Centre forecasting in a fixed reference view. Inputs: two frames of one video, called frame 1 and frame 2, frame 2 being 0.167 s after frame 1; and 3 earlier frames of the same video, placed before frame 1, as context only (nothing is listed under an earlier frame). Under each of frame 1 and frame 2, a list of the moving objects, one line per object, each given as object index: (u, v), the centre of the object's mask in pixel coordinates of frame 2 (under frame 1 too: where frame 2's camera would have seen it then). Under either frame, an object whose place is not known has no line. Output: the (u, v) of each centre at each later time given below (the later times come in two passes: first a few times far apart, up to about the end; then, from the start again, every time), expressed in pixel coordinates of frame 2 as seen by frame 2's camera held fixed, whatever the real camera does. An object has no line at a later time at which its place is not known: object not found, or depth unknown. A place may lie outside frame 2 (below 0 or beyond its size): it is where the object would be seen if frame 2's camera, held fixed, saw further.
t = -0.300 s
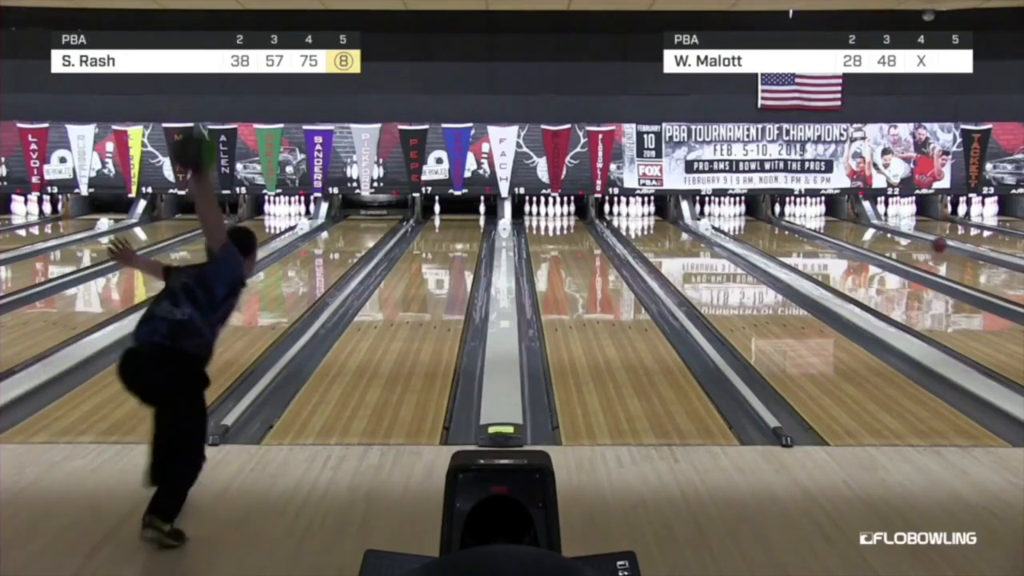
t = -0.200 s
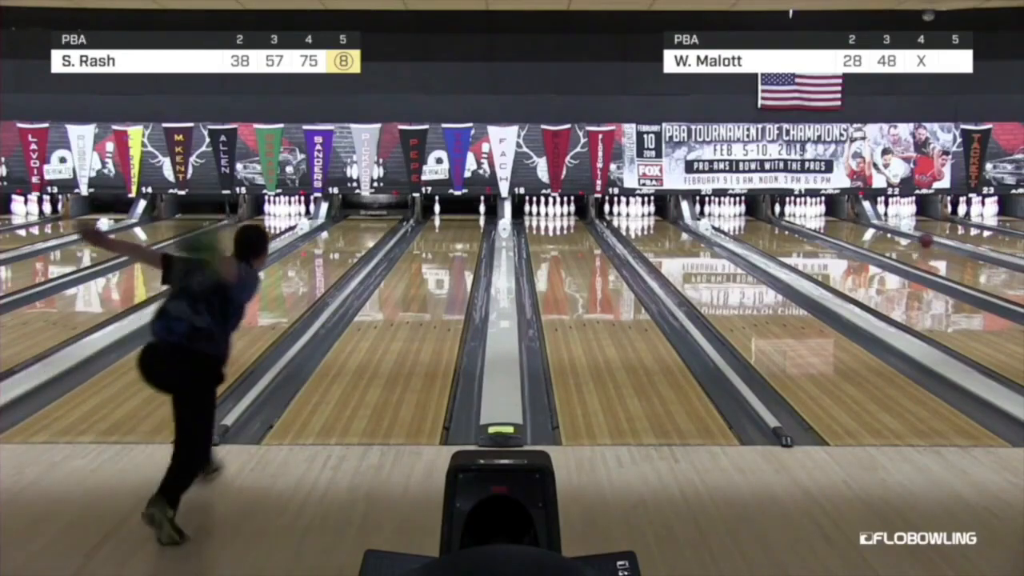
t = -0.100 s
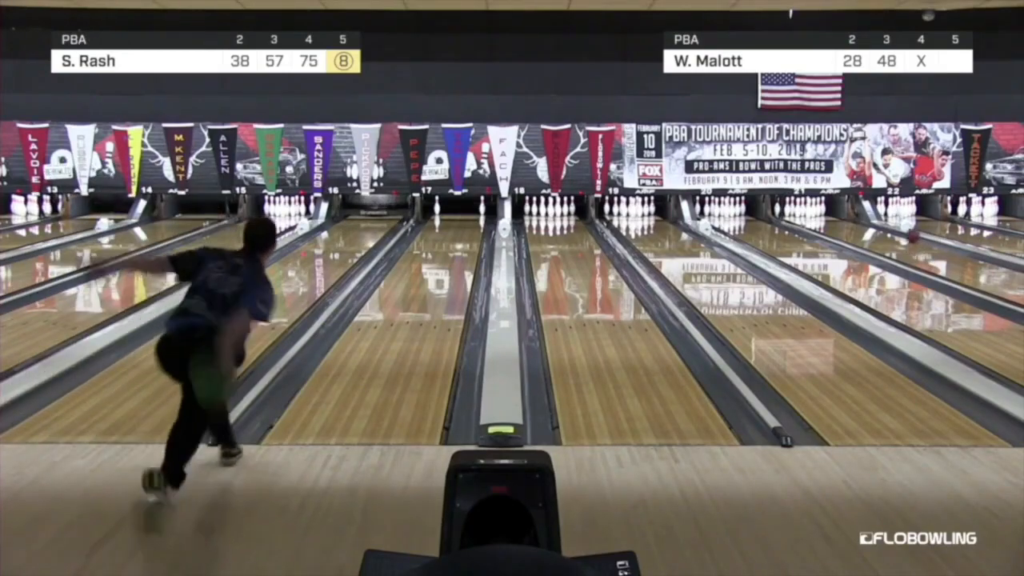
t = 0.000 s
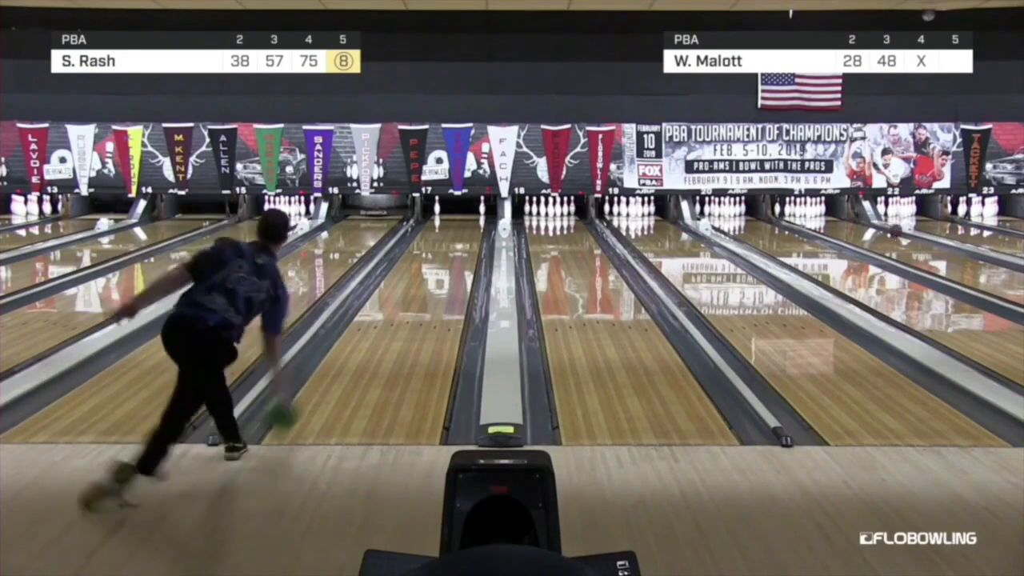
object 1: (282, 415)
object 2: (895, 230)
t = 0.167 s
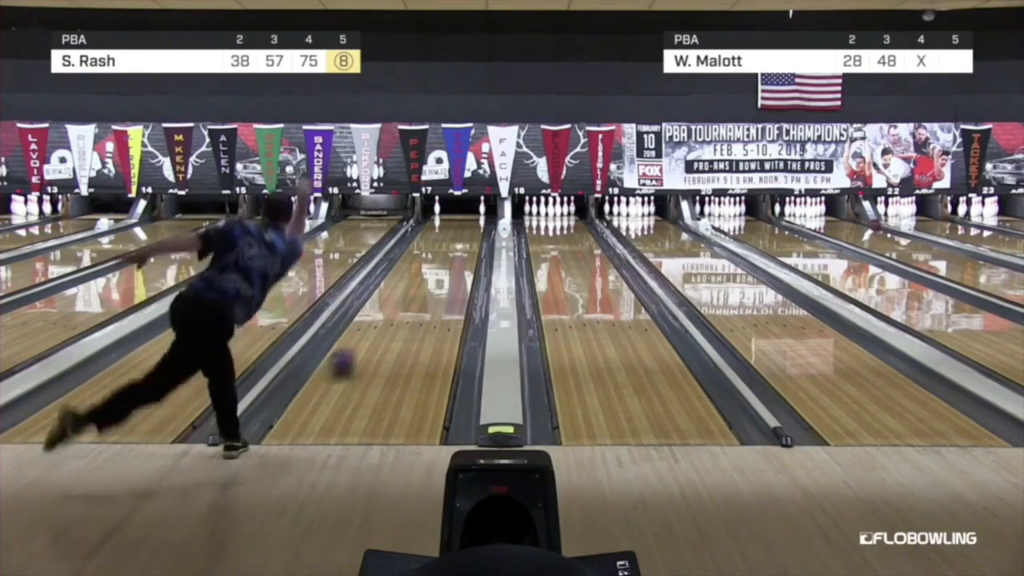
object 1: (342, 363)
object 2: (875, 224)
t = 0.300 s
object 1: (375, 330)
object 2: (857, 221)
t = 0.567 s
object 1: (419, 285)
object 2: (825, 215)
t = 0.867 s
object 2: (802, 211)
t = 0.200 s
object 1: (351, 354)
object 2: (869, 223)
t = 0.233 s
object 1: (359, 346)
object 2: (863, 222)
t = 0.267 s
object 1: (368, 338)
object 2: (862, 222)
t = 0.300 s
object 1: (375, 330)
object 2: (857, 221)
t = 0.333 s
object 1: (383, 322)
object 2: (852, 221)
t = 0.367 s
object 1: (388, 317)
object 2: (850, 220)
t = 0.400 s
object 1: (394, 310)
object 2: (844, 219)
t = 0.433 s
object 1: (399, 304)
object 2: (840, 217)
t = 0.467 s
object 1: (404, 299)
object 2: (838, 216)
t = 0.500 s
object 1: (410, 295)
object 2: (832, 217)
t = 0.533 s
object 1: (414, 290)
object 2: (828, 215)
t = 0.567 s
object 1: (419, 285)
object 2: (825, 215)
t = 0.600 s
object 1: (424, 280)
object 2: (820, 214)
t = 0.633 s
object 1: (428, 276)
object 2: (816, 214)
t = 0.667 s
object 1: (430, 272)
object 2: (813, 213)
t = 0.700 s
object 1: (435, 269)
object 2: (812, 212)
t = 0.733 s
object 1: (438, 266)
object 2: (811, 212)
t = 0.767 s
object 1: (441, 264)
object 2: (808, 212)
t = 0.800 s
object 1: (444, 257)
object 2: (807, 211)
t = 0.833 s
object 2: (806, 211)
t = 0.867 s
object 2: (802, 211)
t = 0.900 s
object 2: (802, 211)
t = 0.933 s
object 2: (801, 211)
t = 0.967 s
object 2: (799, 210)
